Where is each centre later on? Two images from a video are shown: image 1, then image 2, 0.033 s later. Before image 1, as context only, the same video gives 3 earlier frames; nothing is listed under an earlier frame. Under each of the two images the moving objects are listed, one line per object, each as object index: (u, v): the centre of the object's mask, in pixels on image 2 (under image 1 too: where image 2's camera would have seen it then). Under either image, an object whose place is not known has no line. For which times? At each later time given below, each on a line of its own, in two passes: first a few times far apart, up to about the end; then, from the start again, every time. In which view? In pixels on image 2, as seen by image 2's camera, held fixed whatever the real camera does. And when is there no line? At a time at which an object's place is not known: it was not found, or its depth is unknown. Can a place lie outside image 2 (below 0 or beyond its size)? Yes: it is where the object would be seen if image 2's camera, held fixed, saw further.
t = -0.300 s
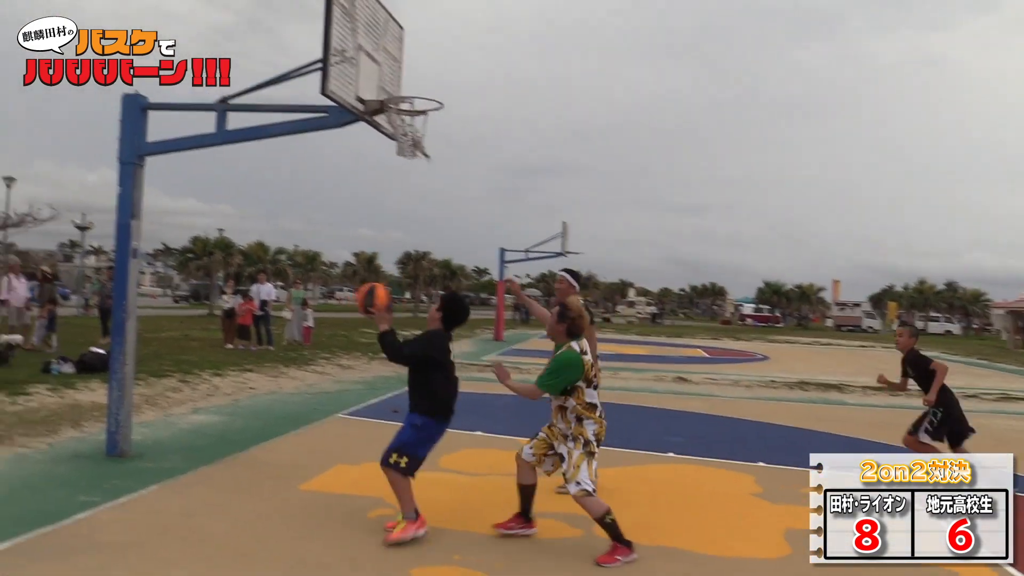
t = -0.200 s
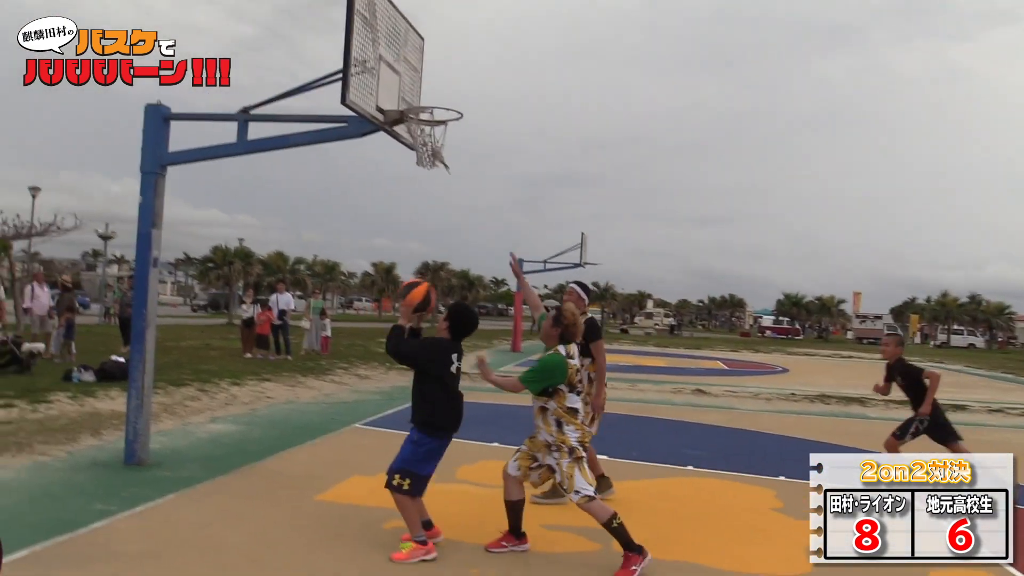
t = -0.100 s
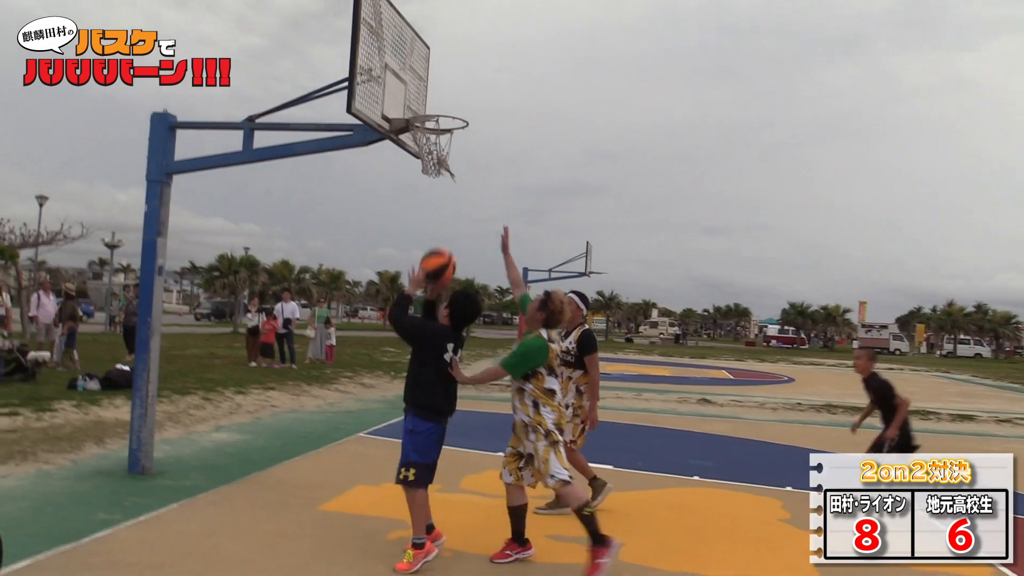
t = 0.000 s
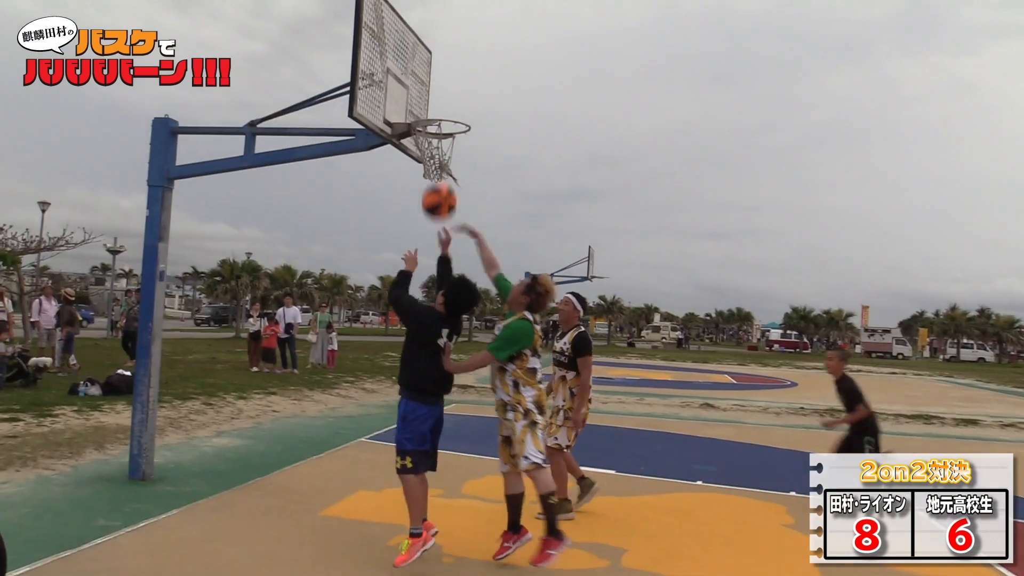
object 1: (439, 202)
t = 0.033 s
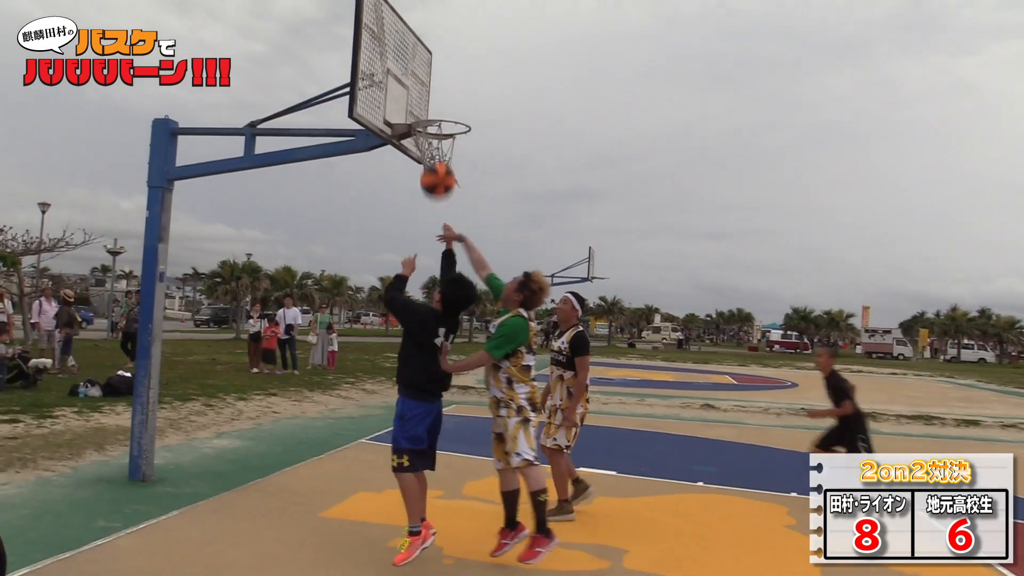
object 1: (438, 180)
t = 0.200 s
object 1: (428, 100)
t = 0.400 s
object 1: (413, 62)
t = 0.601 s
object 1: (416, 71)
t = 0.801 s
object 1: (443, 126)
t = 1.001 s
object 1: (464, 166)
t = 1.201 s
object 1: (484, 211)
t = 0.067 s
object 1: (436, 161)
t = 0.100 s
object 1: (434, 143)
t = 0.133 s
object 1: (432, 126)
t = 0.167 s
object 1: (430, 112)
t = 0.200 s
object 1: (428, 100)
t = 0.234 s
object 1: (426, 89)
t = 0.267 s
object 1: (423, 80)
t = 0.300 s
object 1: (421, 73)
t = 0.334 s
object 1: (418, 68)
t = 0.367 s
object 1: (416, 64)
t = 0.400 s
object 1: (413, 62)
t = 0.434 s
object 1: (411, 60)
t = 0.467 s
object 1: (408, 61)
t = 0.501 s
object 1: (406, 62)
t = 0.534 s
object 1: (407, 64)
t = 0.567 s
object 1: (412, 67)
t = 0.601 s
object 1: (416, 71)
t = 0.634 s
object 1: (420, 77)
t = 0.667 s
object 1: (425, 84)
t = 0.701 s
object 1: (429, 93)
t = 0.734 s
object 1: (434, 102)
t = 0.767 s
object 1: (438, 111)
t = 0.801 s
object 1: (443, 126)
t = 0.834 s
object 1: (446, 139)
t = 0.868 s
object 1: (451, 153)
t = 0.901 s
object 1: (455, 162)
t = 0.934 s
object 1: (458, 162)
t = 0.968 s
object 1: (461, 164)
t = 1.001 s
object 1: (464, 166)
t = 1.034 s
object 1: (467, 170)
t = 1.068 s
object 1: (471, 176)
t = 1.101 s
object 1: (474, 183)
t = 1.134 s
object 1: (477, 191)
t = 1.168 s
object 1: (480, 200)
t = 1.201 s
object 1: (484, 211)
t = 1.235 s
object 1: (487, 224)
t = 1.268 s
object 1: (490, 238)
